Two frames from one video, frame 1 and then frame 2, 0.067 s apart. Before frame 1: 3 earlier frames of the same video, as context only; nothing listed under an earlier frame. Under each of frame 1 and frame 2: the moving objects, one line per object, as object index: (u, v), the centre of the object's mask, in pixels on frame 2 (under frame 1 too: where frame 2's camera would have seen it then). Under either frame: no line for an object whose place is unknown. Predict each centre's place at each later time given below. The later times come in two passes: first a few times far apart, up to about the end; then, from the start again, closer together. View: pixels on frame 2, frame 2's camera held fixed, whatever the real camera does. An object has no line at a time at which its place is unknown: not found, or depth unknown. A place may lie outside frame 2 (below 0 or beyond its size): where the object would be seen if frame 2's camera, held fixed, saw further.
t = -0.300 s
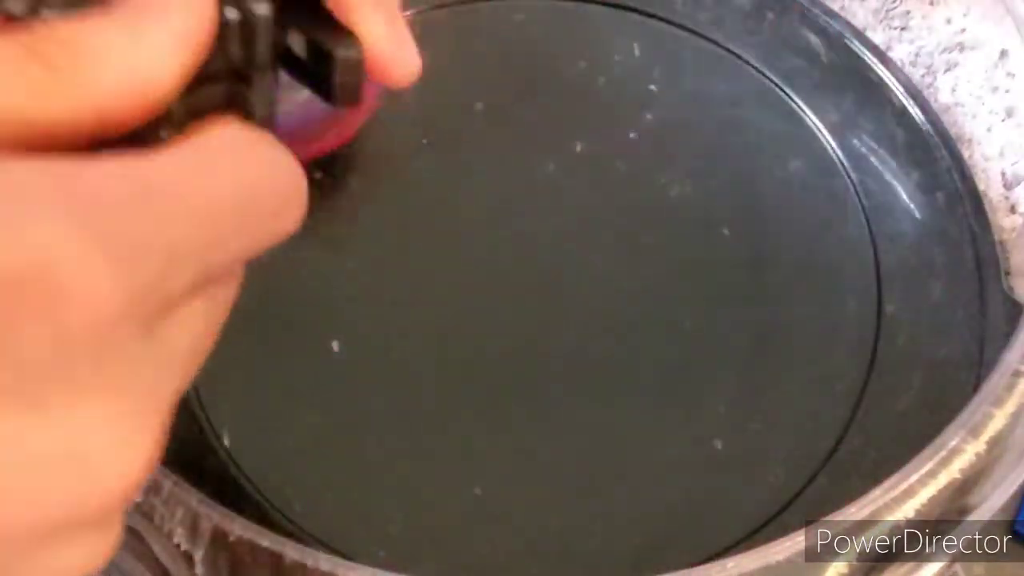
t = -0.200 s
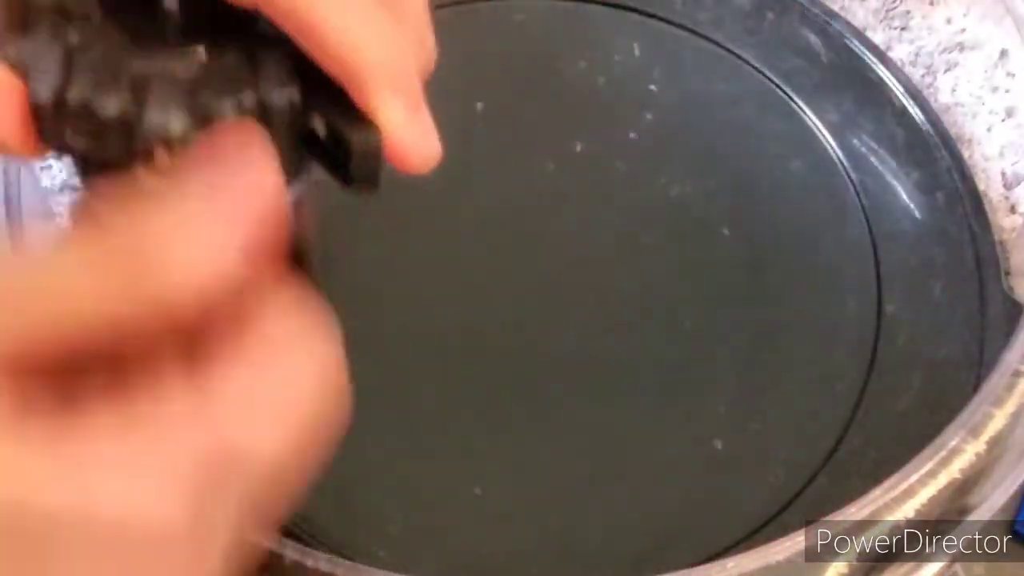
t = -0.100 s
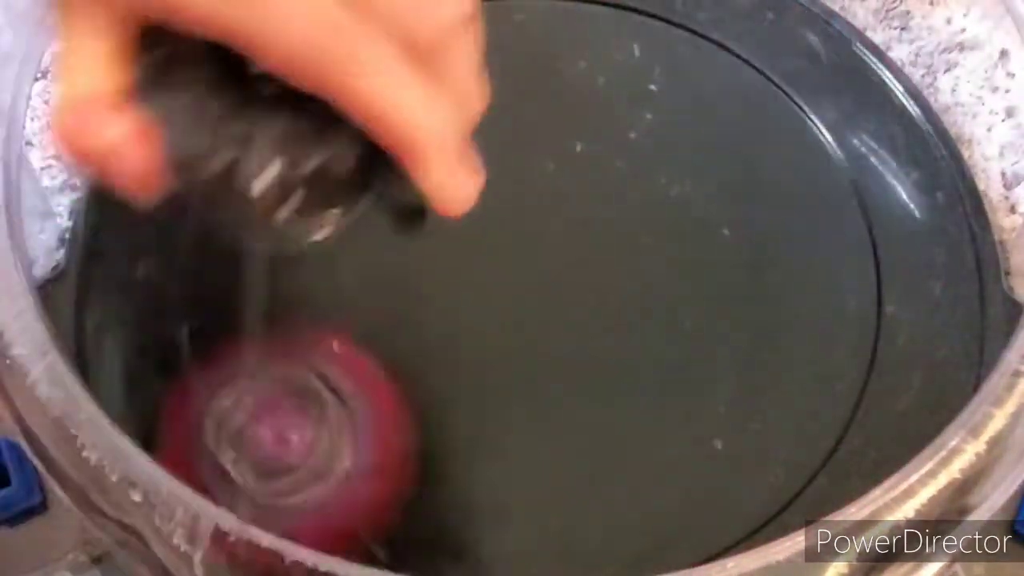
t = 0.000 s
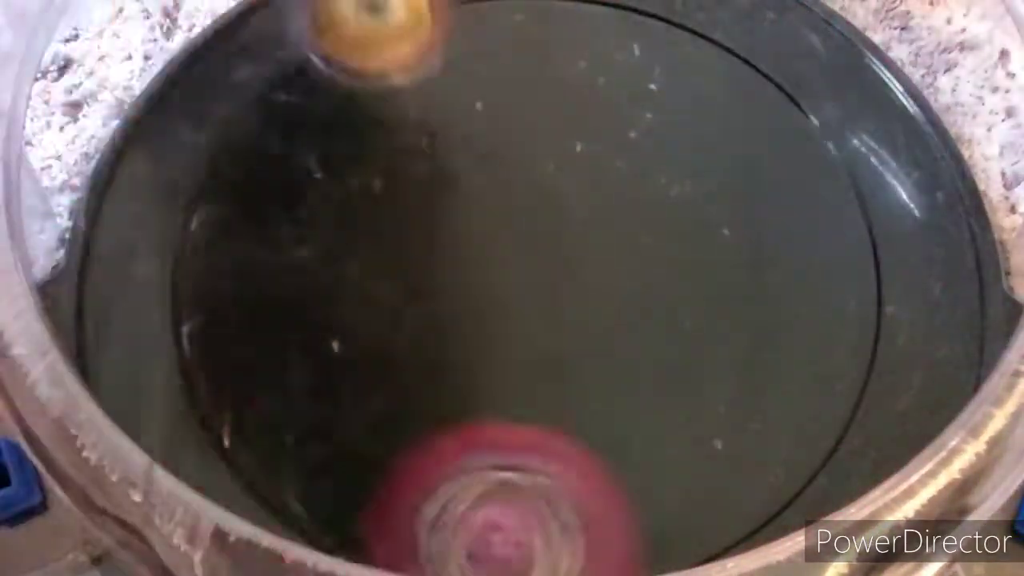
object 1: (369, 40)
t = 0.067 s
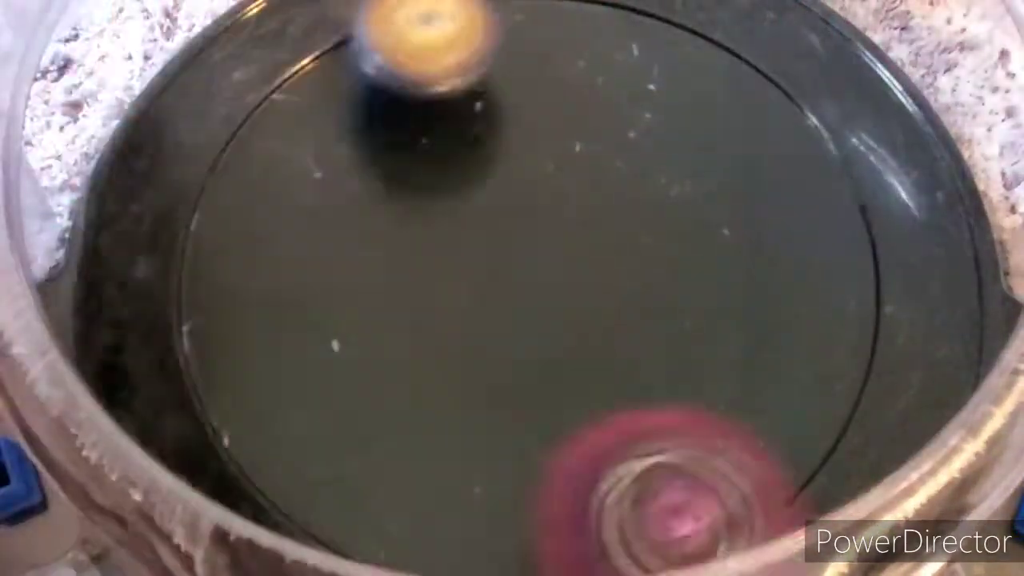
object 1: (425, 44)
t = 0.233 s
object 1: (647, 62)
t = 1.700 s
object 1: (721, 40)
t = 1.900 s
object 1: (865, 115)
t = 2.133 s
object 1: (602, 525)
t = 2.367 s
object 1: (349, 276)
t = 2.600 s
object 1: (653, 7)
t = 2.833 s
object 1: (886, 405)
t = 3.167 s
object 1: (253, 85)
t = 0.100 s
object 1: (468, 35)
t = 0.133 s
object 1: (513, 36)
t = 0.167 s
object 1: (553, 45)
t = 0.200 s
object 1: (600, 49)
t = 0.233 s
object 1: (647, 62)
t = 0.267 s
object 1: (693, 86)
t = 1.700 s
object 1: (721, 40)
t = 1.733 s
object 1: (781, 22)
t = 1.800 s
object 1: (848, 25)
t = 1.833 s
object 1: (855, 39)
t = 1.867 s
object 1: (859, 68)
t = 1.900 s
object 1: (865, 115)
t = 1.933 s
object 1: (863, 172)
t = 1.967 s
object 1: (848, 236)
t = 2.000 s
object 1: (826, 304)
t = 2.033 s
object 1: (795, 376)
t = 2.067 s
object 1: (747, 449)
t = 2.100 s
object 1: (682, 497)
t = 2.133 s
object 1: (602, 525)
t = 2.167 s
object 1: (505, 541)
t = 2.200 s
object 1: (409, 548)
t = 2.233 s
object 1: (327, 534)
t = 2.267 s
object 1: (320, 494)
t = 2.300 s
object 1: (320, 438)
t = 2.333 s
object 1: (335, 357)
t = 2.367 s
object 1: (349, 276)
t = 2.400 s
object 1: (375, 199)
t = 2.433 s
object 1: (407, 125)
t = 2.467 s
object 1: (446, 60)
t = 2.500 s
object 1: (488, 24)
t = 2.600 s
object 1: (653, 7)
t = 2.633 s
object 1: (714, 25)
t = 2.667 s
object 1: (764, 53)
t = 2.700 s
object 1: (814, 103)
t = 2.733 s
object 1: (862, 170)
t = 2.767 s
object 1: (894, 250)
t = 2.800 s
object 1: (907, 334)
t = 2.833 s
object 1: (886, 405)
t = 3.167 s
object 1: (253, 85)
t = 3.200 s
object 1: (318, 39)
